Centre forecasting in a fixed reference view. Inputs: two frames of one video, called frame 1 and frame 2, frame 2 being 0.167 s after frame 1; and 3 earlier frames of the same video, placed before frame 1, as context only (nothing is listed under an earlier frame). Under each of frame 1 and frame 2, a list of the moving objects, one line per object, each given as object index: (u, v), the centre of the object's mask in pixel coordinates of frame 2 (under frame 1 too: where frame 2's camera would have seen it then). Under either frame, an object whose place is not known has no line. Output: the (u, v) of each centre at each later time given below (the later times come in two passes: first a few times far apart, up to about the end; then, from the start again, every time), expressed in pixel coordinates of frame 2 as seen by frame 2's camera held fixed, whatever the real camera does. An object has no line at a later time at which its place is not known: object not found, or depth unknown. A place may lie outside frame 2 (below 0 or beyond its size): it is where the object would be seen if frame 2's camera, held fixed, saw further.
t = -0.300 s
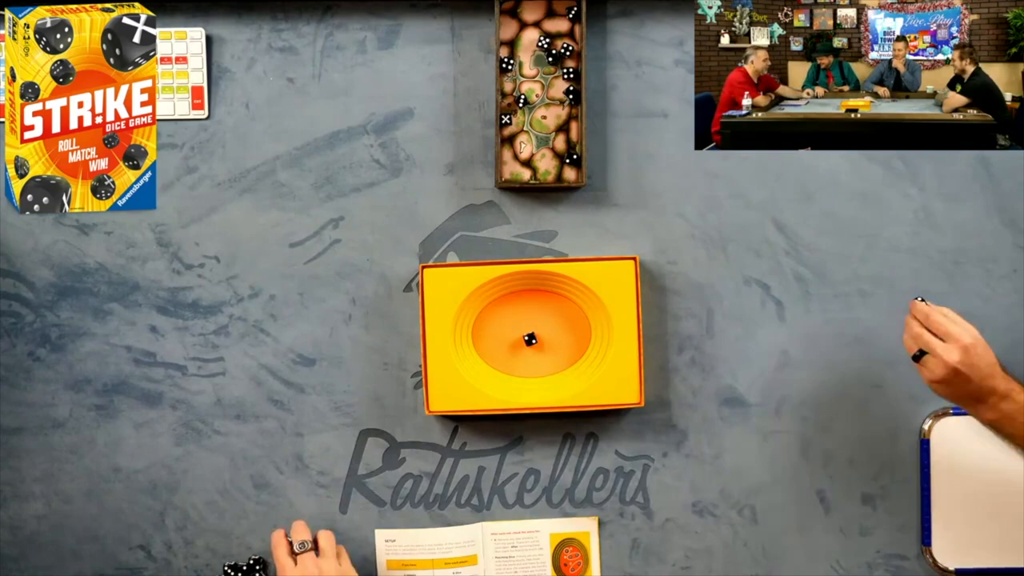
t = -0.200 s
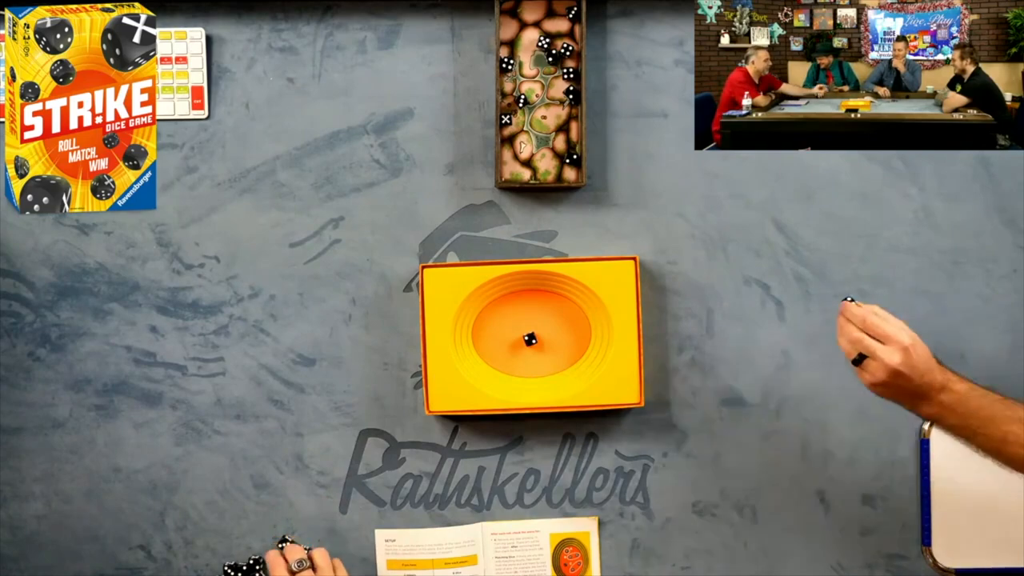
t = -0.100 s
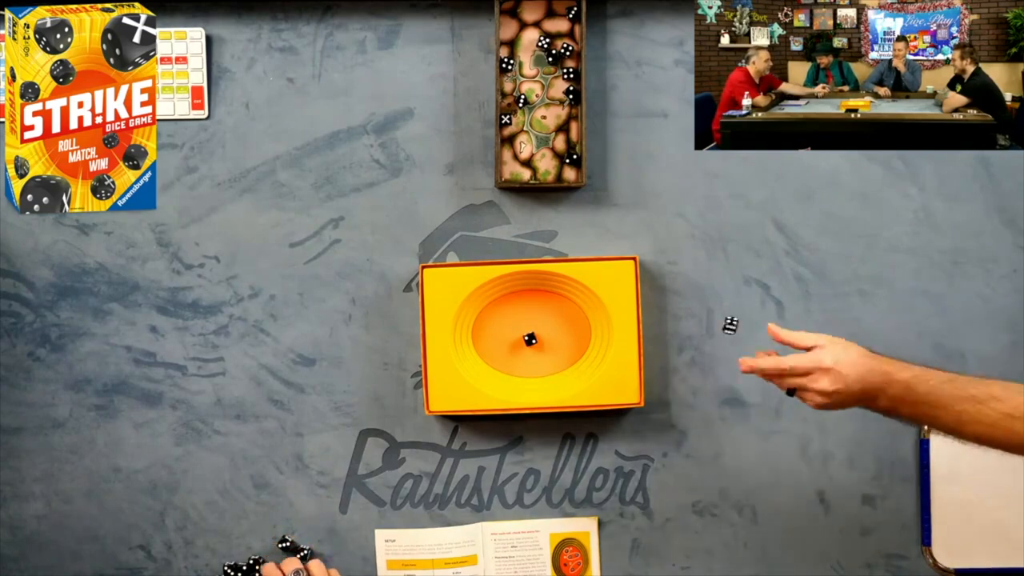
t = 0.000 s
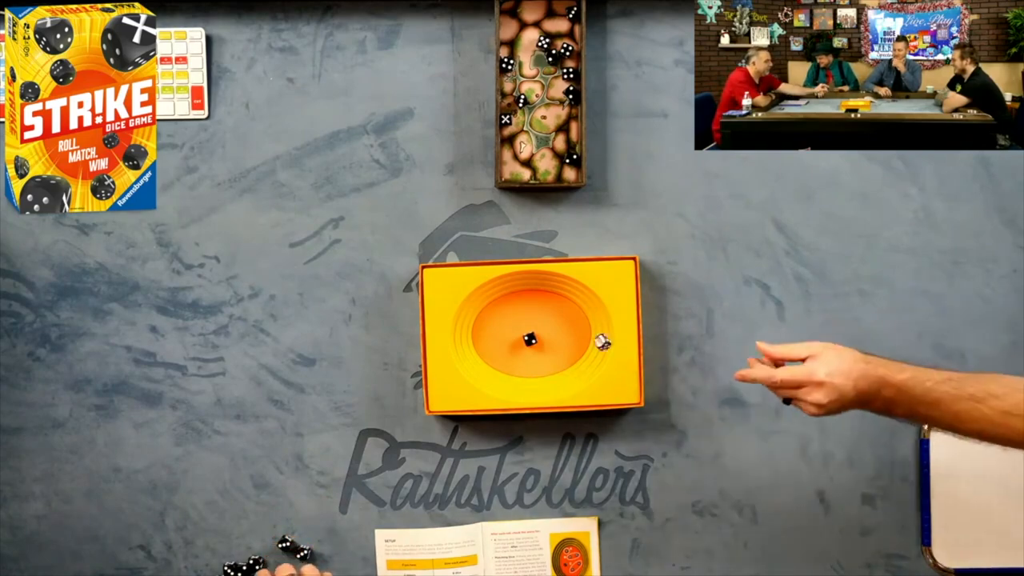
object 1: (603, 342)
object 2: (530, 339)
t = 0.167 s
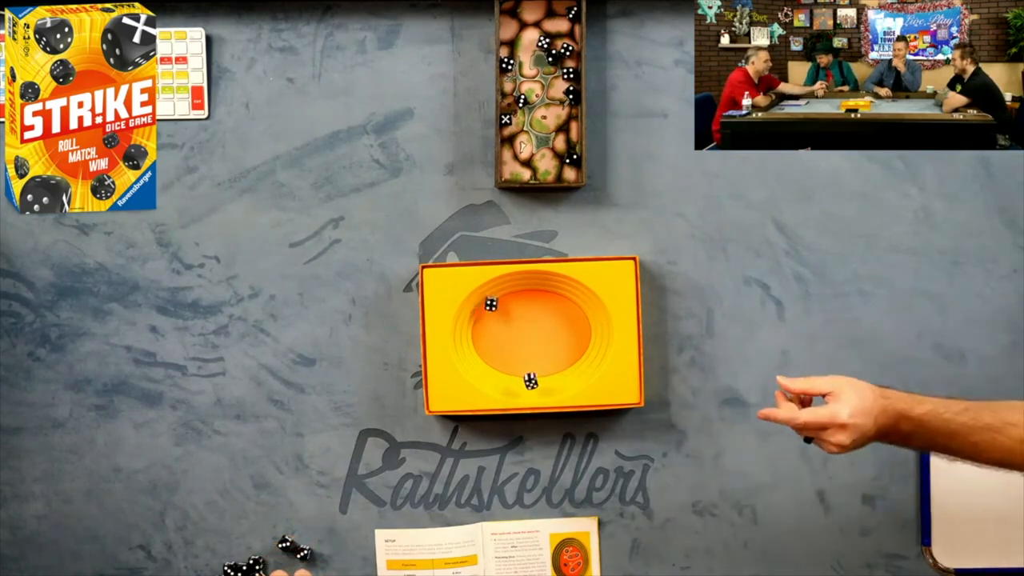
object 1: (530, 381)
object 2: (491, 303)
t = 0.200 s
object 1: (528, 378)
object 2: (485, 302)
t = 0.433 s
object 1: (523, 340)
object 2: (504, 340)
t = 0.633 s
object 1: (512, 316)
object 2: (507, 346)
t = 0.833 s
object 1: (497, 306)
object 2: (507, 346)
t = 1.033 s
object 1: (497, 305)
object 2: (507, 346)
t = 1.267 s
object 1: (496, 305)
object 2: (508, 346)
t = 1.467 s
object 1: (496, 305)
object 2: (507, 346)
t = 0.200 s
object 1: (528, 378)
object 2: (485, 302)
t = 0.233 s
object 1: (524, 375)
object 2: (484, 306)
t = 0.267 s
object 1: (522, 372)
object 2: (484, 311)
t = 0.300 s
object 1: (522, 365)
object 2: (489, 318)
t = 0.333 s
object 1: (523, 358)
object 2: (494, 327)
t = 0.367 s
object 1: (523, 352)
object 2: (496, 334)
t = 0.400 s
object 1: (524, 346)
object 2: (499, 338)
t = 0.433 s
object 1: (523, 340)
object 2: (504, 340)
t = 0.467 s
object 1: (521, 335)
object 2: (507, 343)
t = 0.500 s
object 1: (521, 329)
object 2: (507, 345)
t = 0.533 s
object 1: (519, 325)
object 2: (507, 345)
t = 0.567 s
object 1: (517, 321)
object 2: (508, 345)
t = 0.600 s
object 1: (514, 318)
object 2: (508, 345)
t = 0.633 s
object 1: (512, 316)
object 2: (507, 346)
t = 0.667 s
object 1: (510, 315)
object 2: (507, 346)
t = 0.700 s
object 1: (507, 313)
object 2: (508, 345)
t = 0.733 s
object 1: (505, 311)
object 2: (508, 346)
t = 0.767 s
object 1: (502, 309)
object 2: (507, 345)
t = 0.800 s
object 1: (499, 306)
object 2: (508, 346)
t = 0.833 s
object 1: (497, 306)
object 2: (507, 346)
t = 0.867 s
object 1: (496, 305)
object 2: (507, 346)
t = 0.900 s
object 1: (497, 305)
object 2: (507, 346)
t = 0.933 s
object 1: (499, 303)
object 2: (508, 346)
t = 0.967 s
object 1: (500, 303)
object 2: (508, 346)
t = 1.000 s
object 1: (499, 303)
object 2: (508, 346)
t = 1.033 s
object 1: (497, 305)
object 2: (507, 346)
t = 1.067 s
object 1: (497, 306)
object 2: (507, 346)
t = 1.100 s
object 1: (496, 305)
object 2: (507, 346)
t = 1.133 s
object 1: (497, 305)
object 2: (508, 346)
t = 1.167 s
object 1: (497, 305)
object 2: (508, 346)
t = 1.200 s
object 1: (497, 305)
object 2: (508, 346)
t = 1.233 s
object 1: (496, 305)
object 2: (507, 346)
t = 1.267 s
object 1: (496, 305)
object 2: (508, 346)
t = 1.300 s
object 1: (496, 305)
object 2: (507, 346)
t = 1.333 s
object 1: (496, 305)
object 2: (507, 346)
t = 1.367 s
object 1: (496, 305)
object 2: (508, 346)
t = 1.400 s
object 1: (496, 305)
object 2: (508, 346)
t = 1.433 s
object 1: (497, 305)
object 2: (508, 345)
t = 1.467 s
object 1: (496, 305)
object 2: (507, 346)
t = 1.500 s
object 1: (496, 305)
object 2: (507, 346)
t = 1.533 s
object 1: (496, 305)
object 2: (508, 346)
